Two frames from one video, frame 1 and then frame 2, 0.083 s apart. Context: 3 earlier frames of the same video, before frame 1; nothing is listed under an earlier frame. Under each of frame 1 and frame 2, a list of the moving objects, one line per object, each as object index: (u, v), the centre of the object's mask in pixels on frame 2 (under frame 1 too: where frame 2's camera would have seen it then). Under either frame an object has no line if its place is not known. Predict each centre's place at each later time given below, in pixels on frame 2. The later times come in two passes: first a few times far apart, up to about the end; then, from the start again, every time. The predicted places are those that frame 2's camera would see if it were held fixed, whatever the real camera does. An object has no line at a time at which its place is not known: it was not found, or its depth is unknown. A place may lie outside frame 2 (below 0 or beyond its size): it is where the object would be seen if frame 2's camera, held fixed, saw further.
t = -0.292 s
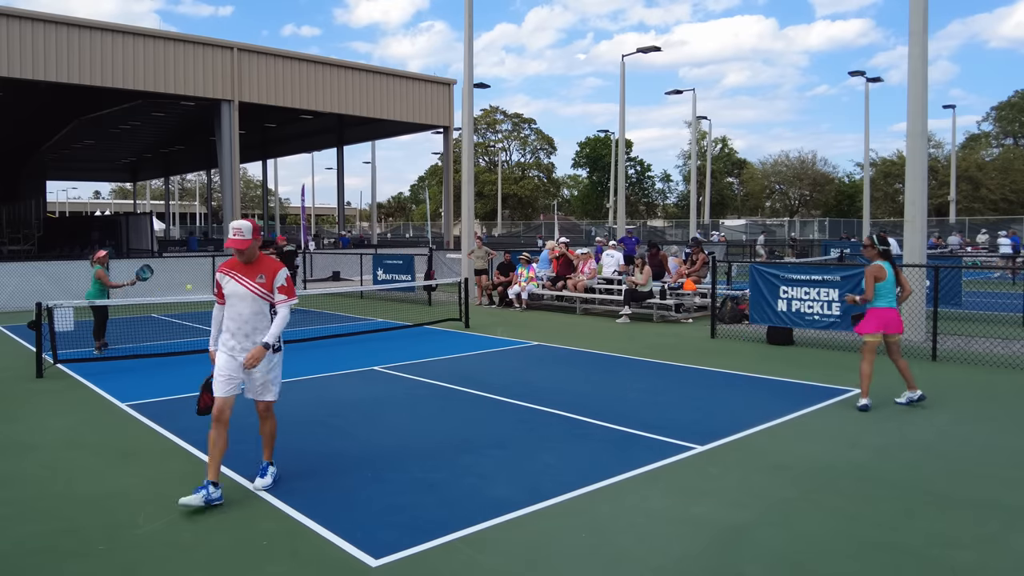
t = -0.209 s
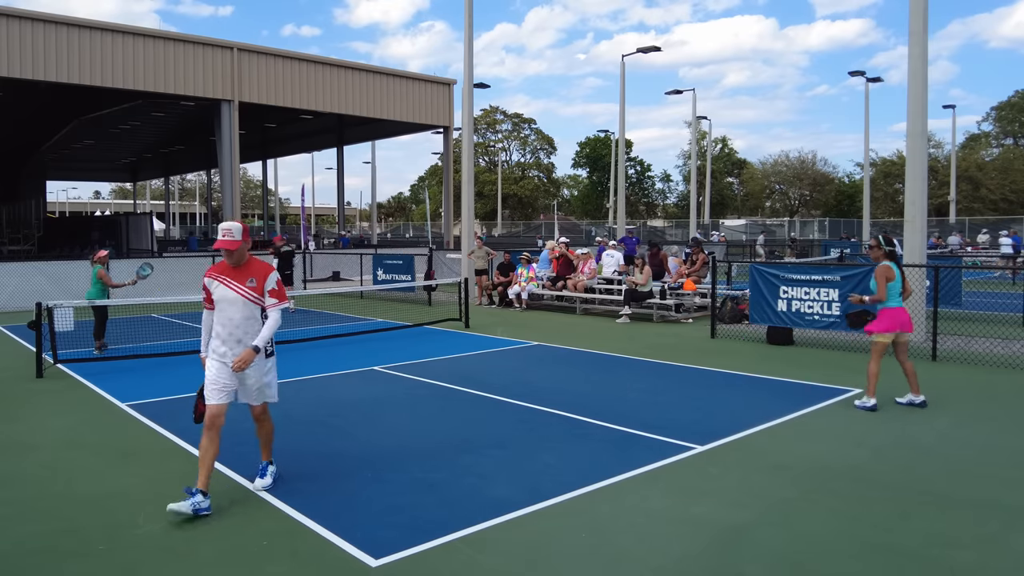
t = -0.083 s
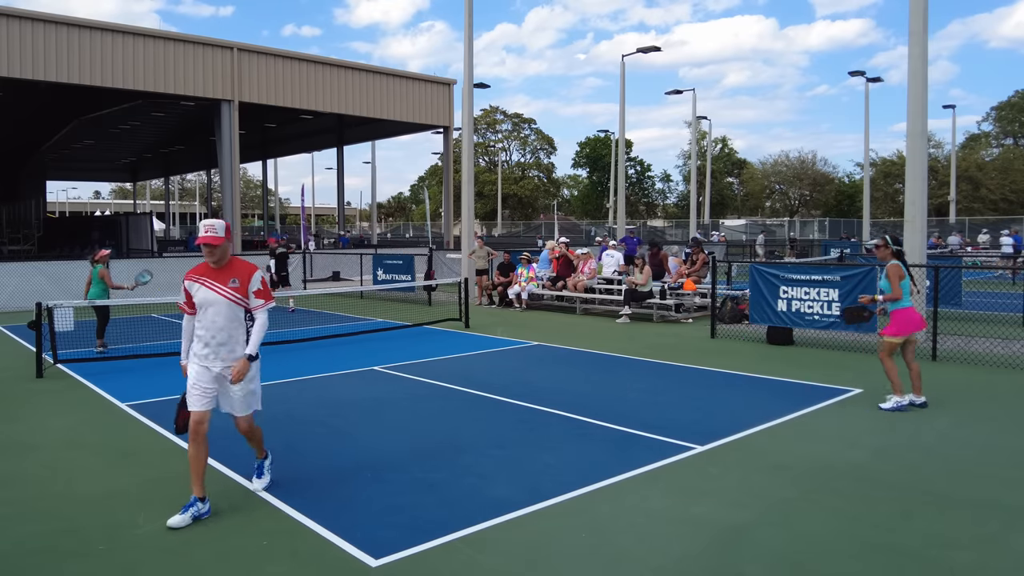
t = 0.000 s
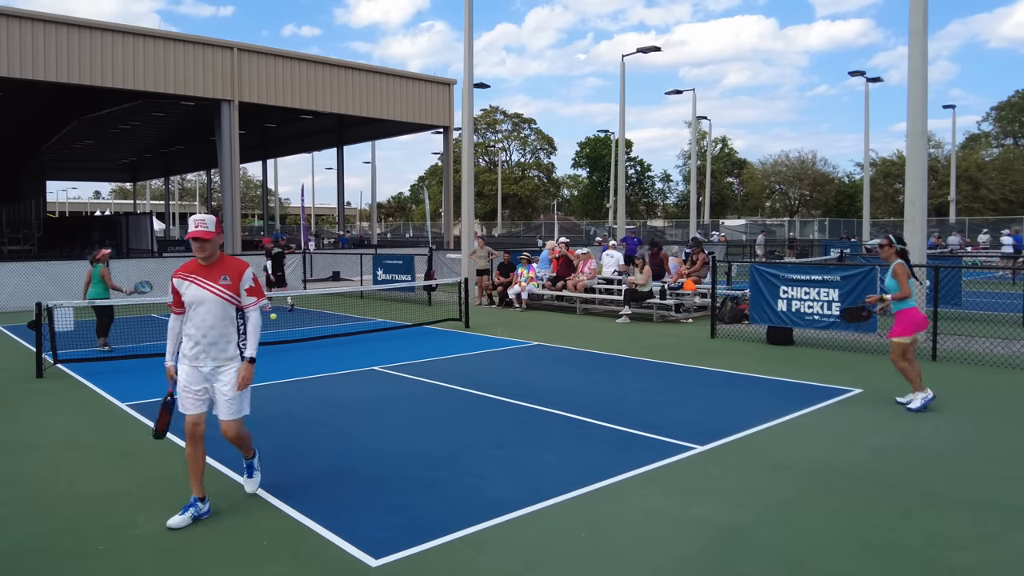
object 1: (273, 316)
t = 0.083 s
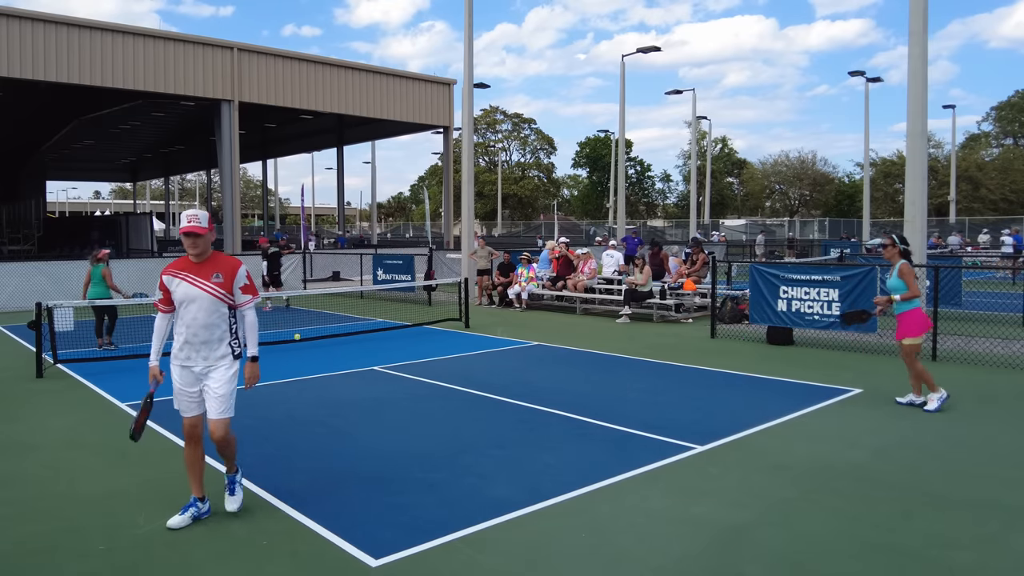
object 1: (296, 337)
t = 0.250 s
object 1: (336, 357)
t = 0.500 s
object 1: (378, 341)
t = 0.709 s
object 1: (413, 370)
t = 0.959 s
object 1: (456, 361)
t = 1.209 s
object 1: (500, 385)
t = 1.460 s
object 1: (544, 387)
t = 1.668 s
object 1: (585, 391)
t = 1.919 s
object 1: (634, 403)
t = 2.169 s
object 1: (684, 408)
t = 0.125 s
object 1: (309, 349)
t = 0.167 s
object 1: (320, 363)
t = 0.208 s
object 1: (329, 364)
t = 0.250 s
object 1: (336, 357)
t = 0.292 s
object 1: (343, 350)
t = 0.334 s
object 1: (350, 346)
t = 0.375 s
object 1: (357, 342)
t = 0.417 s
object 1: (364, 340)
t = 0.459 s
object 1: (371, 339)
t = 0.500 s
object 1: (378, 341)
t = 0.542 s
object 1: (385, 344)
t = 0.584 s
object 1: (392, 348)
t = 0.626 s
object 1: (399, 354)
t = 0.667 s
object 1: (406, 361)
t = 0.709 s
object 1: (413, 370)
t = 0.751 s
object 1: (420, 379)
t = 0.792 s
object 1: (426, 372)
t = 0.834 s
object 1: (434, 367)
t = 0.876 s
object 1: (441, 363)
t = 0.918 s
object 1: (448, 361)
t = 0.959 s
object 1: (456, 361)
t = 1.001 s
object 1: (463, 362)
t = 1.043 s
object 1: (471, 365)
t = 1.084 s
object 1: (478, 370)
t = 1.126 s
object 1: (485, 376)
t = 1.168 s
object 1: (493, 384)
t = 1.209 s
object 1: (500, 385)
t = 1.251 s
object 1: (507, 381)
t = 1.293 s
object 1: (515, 379)
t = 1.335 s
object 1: (522, 379)
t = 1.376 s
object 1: (530, 380)
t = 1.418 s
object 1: (537, 383)
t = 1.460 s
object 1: (544, 387)
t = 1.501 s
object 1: (552, 393)
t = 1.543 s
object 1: (560, 392)
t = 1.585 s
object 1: (569, 390)
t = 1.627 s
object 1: (577, 389)
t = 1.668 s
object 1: (585, 391)
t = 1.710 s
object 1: (593, 394)
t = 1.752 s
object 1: (601, 399)
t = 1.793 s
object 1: (609, 398)
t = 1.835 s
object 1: (617, 398)
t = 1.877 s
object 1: (625, 400)
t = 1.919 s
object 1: (634, 403)
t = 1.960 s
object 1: (642, 402)
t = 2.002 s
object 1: (650, 403)
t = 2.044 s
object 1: (658, 405)
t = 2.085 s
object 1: (667, 406)
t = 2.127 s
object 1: (675, 407)
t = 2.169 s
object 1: (684, 408)
